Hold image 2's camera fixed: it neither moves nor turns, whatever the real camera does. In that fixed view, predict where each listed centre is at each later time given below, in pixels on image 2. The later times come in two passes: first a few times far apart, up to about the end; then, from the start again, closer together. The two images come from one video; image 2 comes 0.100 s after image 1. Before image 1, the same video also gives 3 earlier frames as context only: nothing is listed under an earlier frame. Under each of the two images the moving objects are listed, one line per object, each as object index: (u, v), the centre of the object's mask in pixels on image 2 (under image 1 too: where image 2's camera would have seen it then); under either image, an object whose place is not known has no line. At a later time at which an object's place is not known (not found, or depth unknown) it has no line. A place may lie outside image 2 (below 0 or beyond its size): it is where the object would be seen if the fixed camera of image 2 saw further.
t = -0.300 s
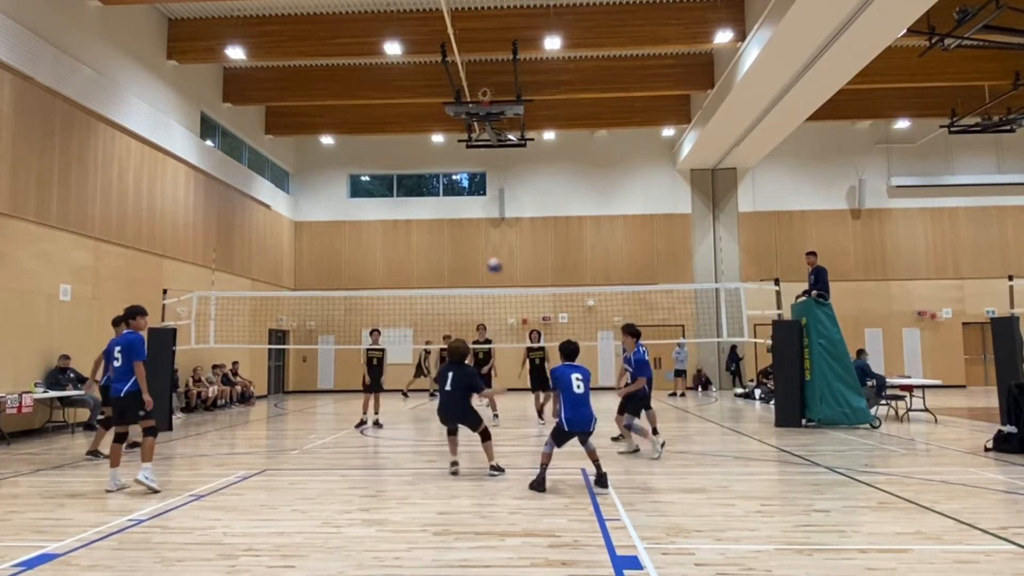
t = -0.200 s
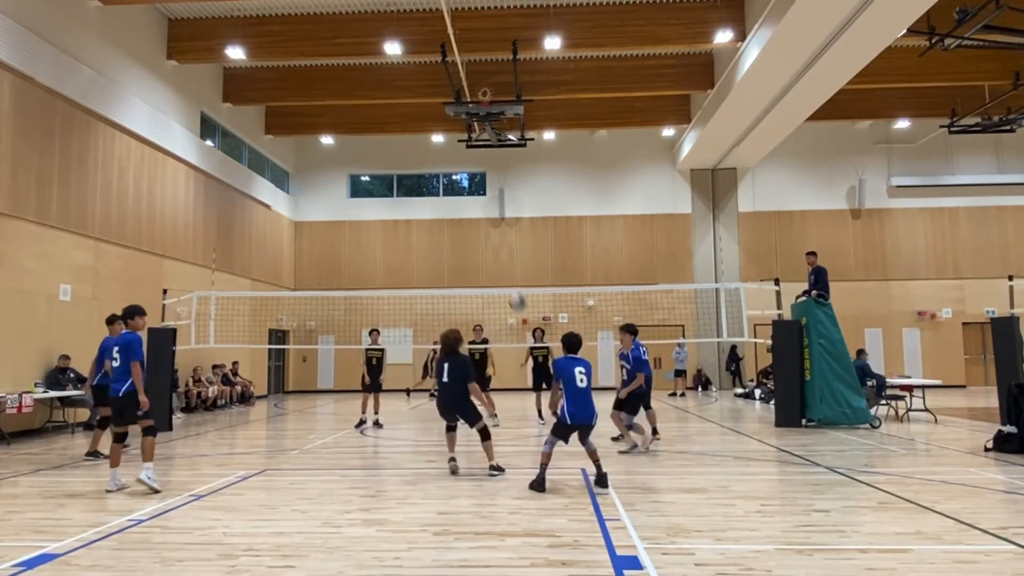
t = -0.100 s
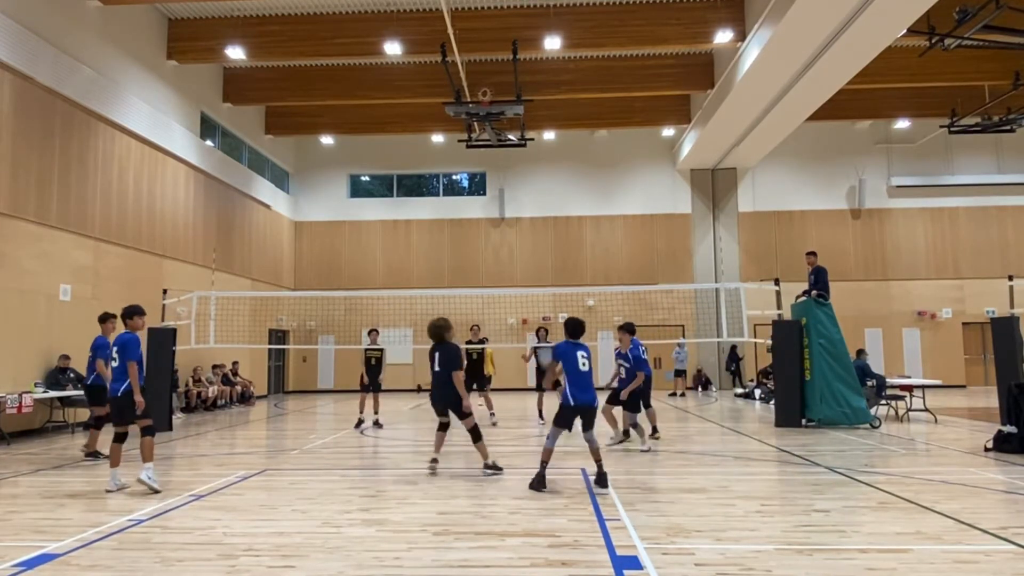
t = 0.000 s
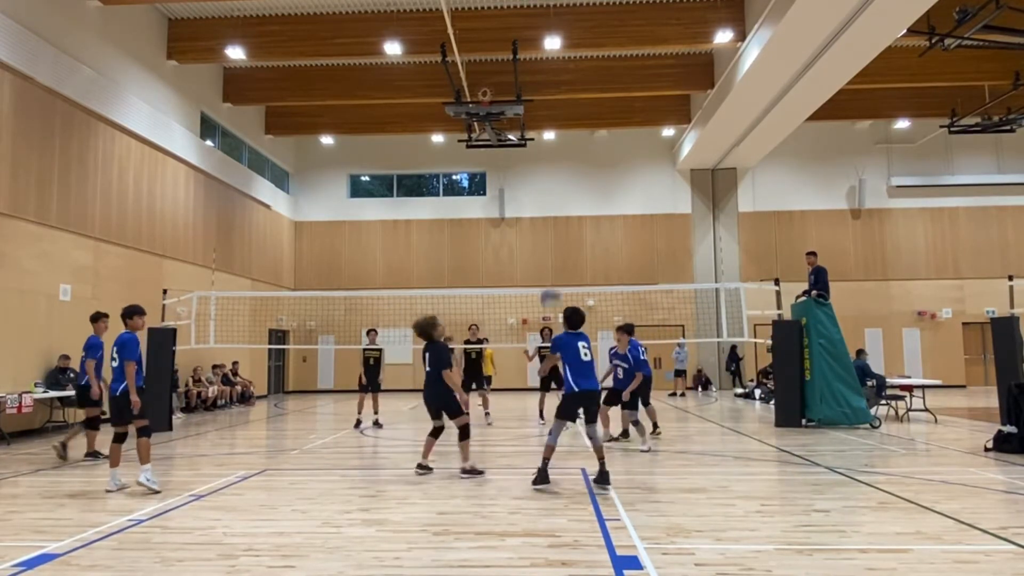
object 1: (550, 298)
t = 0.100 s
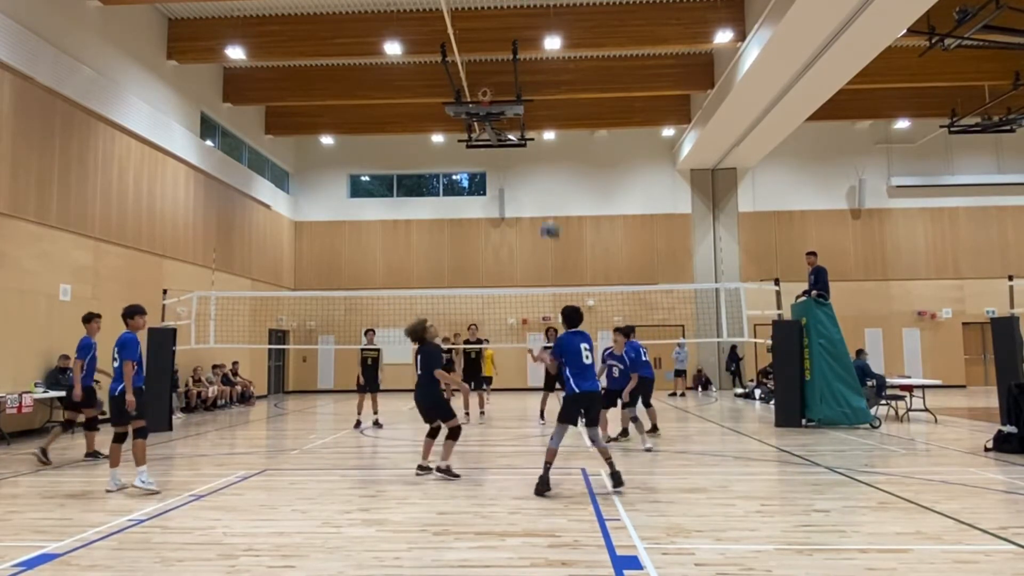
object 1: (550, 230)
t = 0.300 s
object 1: (552, 134)
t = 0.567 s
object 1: (558, 64)
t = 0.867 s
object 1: (564, 55)
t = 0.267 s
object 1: (553, 148)
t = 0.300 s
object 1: (552, 134)
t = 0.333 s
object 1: (553, 121)
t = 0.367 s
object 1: (554, 111)
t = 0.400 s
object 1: (554, 100)
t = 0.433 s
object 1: (555, 91)
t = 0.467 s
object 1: (556, 83)
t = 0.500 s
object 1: (556, 76)
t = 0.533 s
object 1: (557, 70)
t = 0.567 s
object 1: (558, 64)
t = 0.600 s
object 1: (558, 60)
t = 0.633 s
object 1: (559, 57)
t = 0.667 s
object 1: (560, 54)
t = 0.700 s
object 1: (560, 52)
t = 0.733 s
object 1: (560, 52)
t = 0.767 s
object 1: (562, 51)
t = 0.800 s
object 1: (563, 51)
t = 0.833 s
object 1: (563, 54)
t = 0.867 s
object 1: (564, 55)
